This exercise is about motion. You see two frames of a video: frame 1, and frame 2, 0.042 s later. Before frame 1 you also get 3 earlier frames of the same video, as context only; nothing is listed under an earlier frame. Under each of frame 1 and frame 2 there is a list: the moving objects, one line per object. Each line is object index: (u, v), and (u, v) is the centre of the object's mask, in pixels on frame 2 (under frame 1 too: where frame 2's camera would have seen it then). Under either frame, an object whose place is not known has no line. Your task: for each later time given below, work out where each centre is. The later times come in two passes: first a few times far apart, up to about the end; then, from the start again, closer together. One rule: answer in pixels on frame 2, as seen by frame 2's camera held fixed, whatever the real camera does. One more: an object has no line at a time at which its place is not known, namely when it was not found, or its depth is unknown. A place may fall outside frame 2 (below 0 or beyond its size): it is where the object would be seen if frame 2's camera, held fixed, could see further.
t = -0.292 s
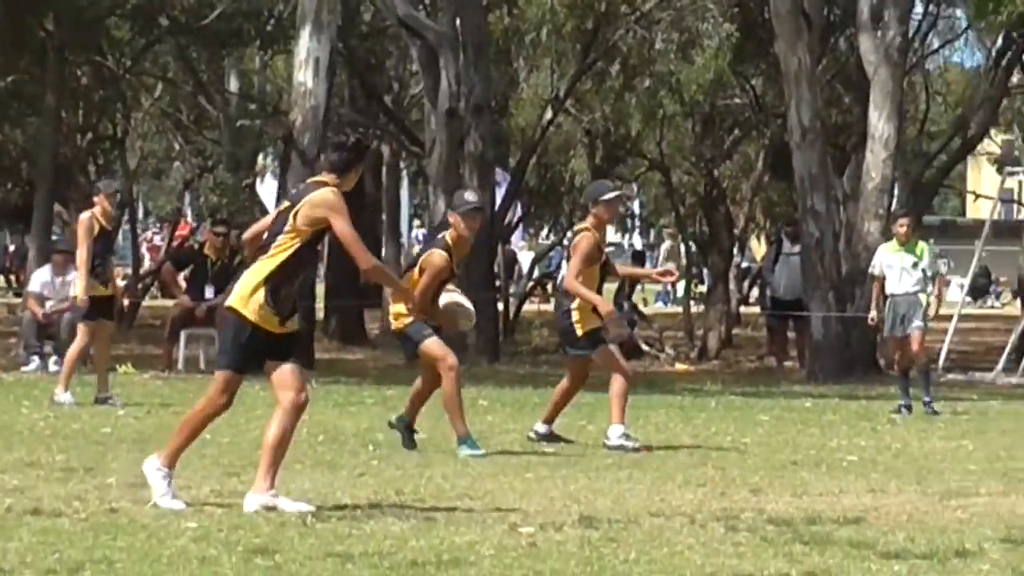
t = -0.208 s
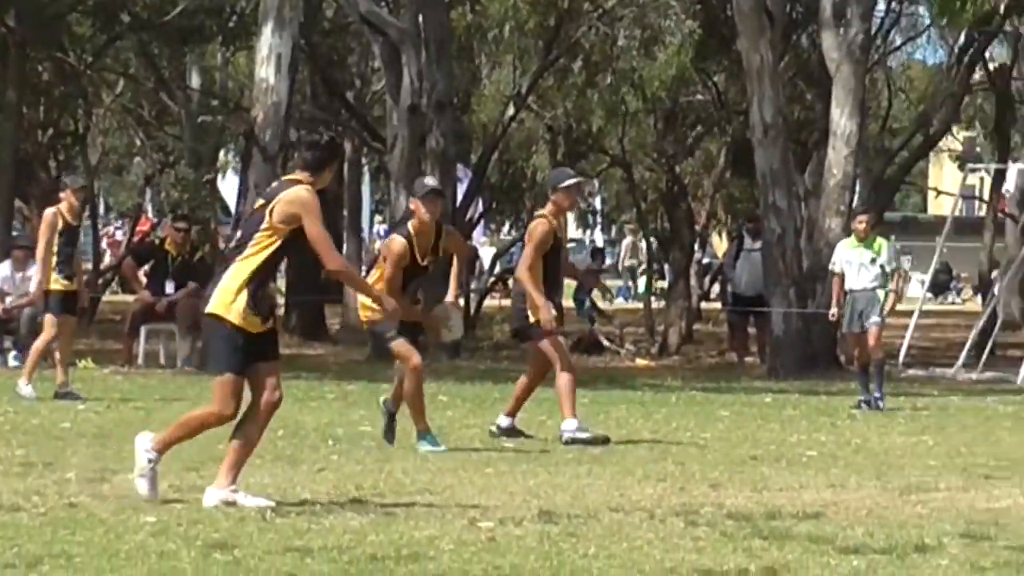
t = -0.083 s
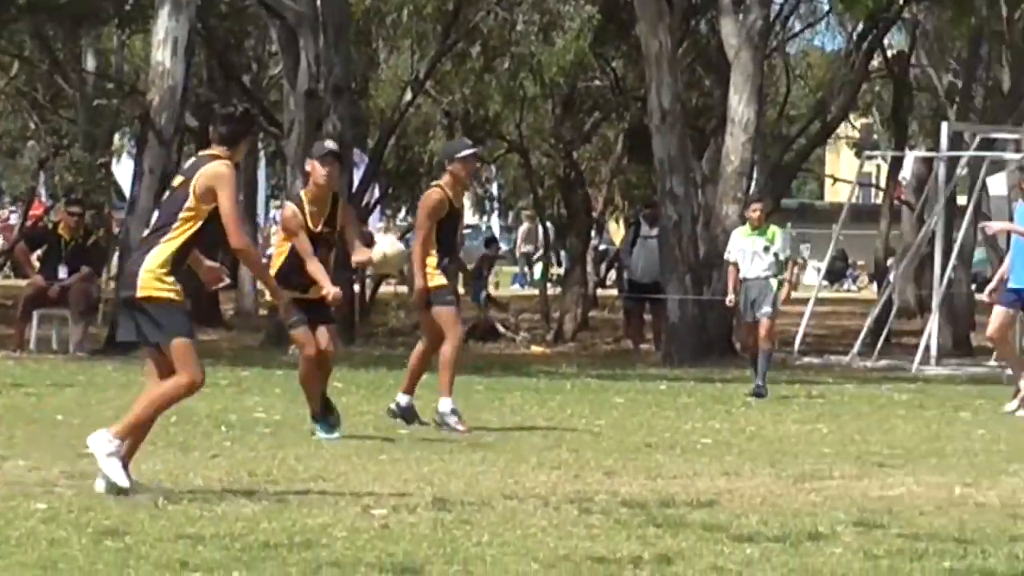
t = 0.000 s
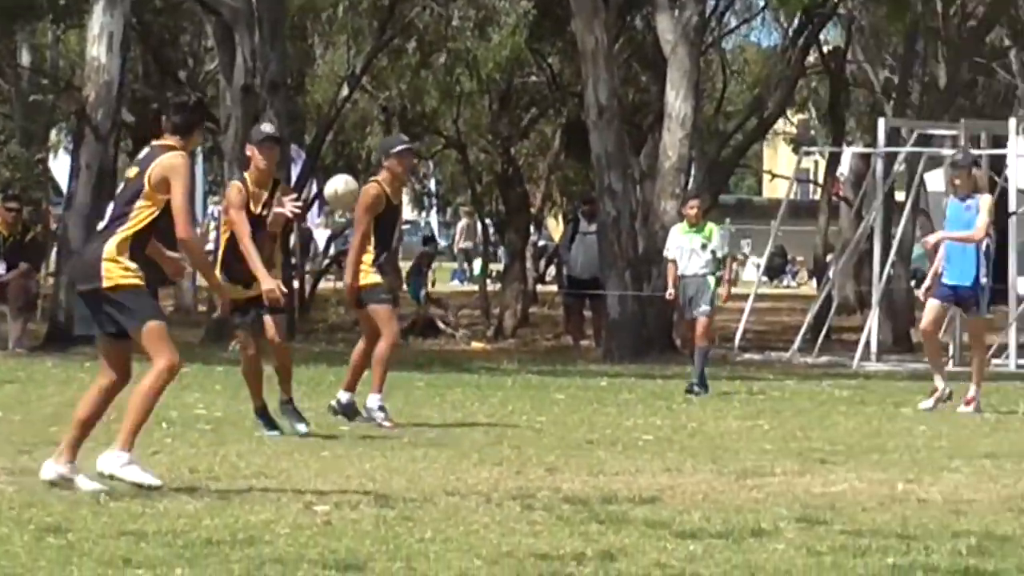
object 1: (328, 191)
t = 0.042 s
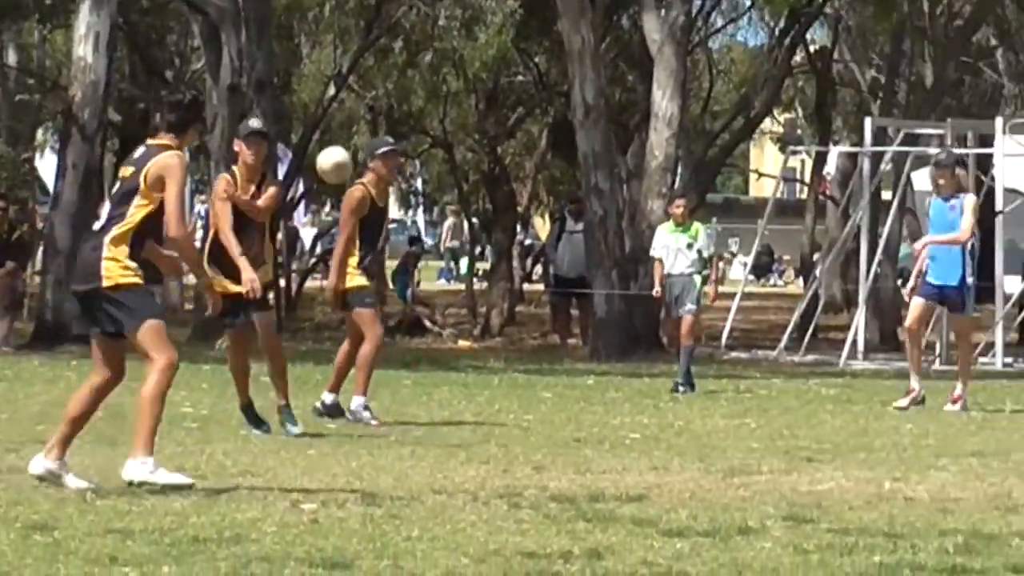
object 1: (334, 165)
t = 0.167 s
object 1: (351, 103)
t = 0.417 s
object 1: (388, 50)
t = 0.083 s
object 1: (339, 141)
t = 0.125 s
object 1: (345, 120)
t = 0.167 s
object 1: (351, 103)
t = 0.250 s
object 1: (363, 74)
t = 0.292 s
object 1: (370, 58)
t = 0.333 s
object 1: (378, 54)
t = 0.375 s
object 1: (383, 51)
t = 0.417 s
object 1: (388, 50)
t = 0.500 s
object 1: (398, 63)
